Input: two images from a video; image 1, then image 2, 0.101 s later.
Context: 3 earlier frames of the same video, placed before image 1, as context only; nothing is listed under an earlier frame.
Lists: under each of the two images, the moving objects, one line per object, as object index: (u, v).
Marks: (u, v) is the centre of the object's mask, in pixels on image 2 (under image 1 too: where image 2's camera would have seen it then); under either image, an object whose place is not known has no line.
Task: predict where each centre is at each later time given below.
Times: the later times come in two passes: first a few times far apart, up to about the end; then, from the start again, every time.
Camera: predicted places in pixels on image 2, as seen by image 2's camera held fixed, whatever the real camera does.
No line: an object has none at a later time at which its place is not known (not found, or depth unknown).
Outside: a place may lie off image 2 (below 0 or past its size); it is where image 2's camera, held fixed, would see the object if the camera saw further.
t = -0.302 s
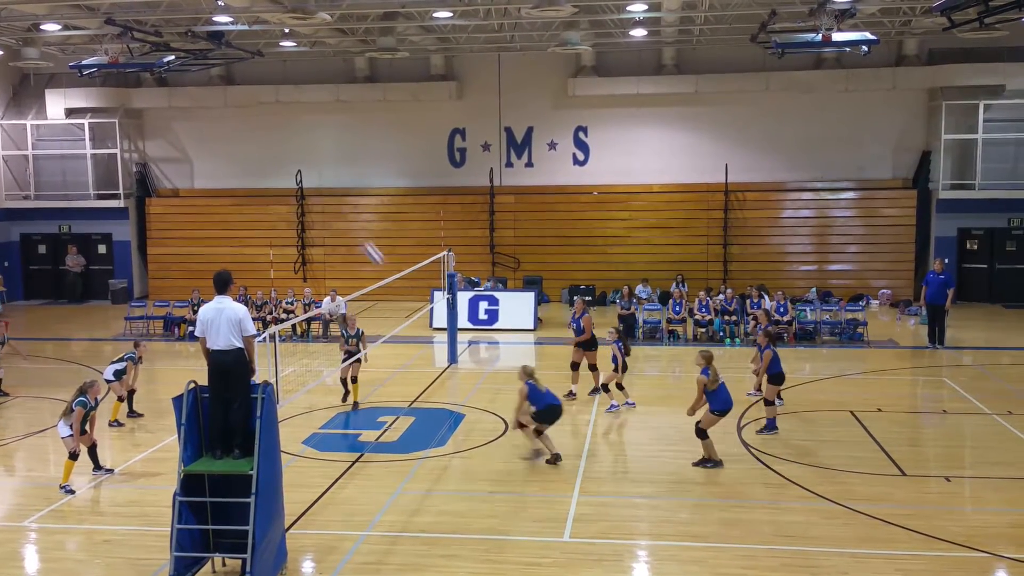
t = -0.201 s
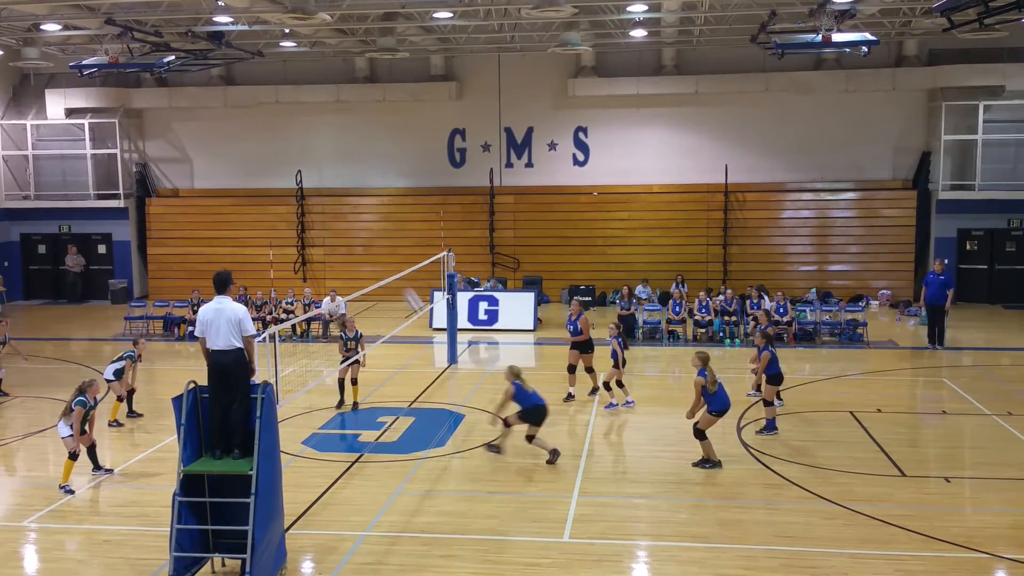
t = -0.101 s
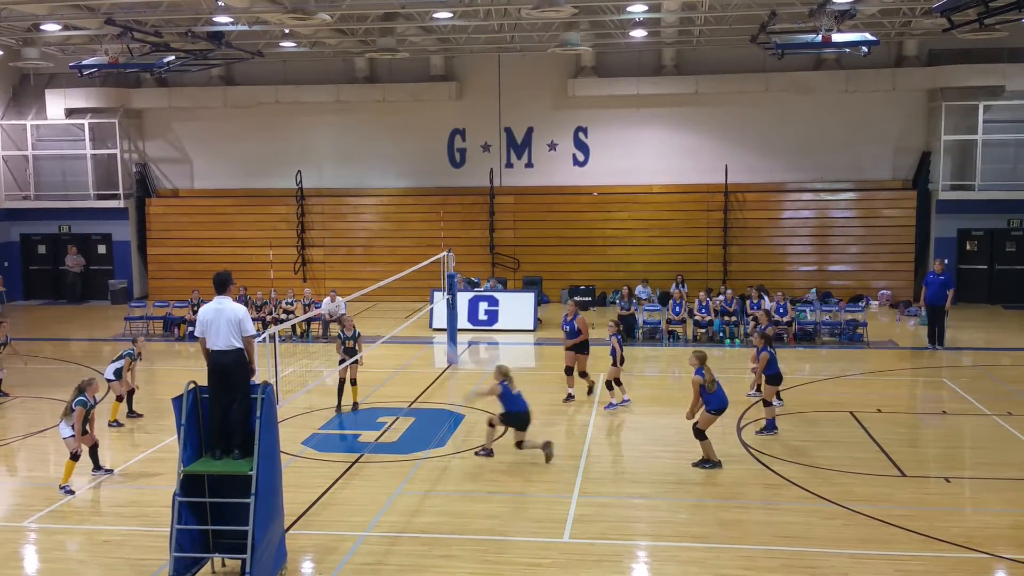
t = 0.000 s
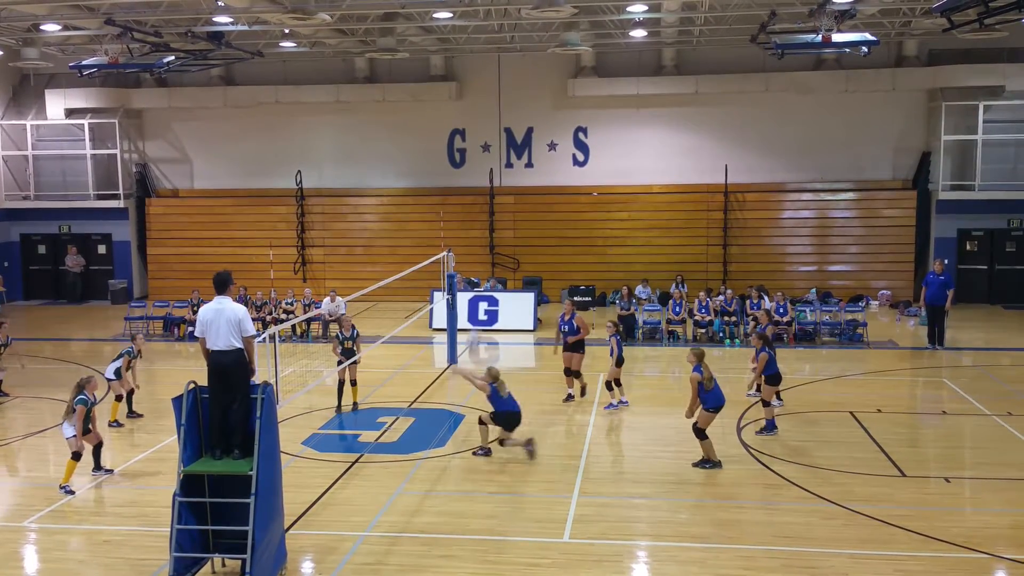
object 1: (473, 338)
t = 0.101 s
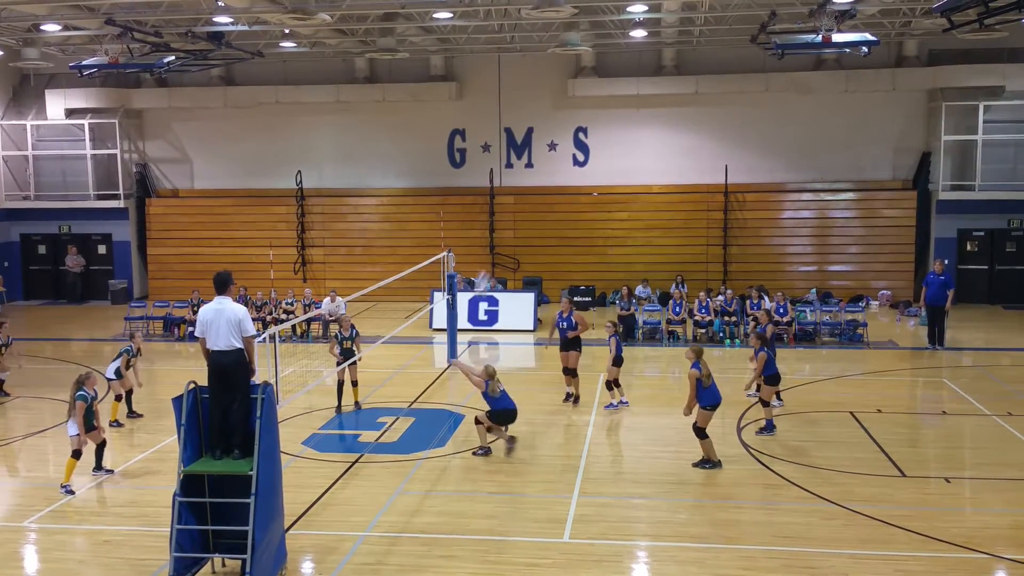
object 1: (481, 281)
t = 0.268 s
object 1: (497, 206)
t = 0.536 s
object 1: (526, 120)
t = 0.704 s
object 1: (545, 94)
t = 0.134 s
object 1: (485, 266)
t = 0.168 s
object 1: (488, 251)
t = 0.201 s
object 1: (491, 236)
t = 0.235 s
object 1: (494, 220)
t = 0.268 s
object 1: (497, 206)
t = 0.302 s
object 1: (500, 194)
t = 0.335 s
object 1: (504, 180)
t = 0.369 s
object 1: (508, 168)
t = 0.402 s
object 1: (512, 157)
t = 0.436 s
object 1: (515, 147)
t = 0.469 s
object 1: (519, 137)
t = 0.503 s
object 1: (523, 128)
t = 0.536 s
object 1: (526, 120)
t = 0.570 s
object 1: (530, 114)
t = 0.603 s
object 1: (533, 107)
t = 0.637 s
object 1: (537, 102)
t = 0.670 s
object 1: (541, 97)
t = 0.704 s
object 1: (545, 94)
